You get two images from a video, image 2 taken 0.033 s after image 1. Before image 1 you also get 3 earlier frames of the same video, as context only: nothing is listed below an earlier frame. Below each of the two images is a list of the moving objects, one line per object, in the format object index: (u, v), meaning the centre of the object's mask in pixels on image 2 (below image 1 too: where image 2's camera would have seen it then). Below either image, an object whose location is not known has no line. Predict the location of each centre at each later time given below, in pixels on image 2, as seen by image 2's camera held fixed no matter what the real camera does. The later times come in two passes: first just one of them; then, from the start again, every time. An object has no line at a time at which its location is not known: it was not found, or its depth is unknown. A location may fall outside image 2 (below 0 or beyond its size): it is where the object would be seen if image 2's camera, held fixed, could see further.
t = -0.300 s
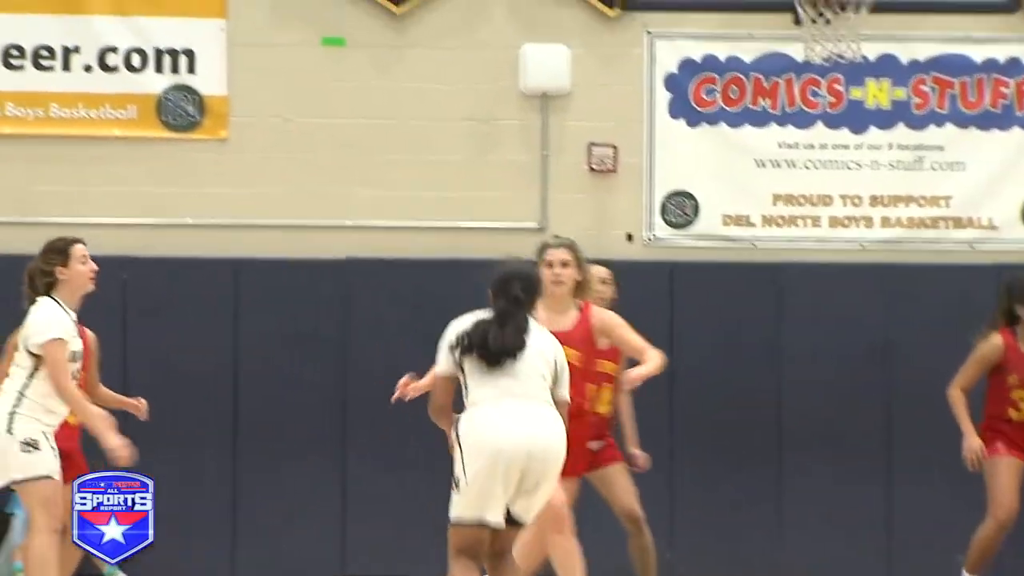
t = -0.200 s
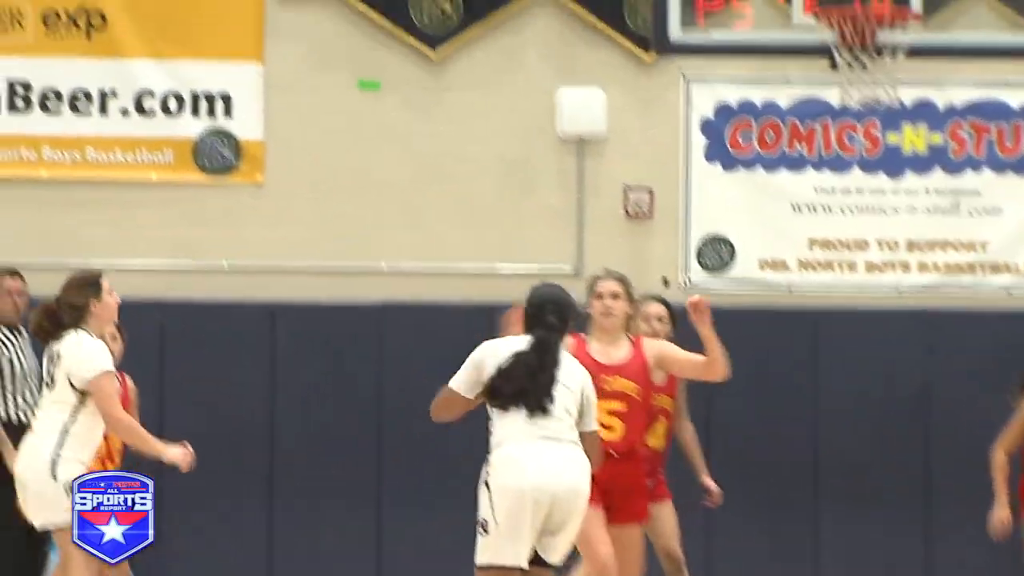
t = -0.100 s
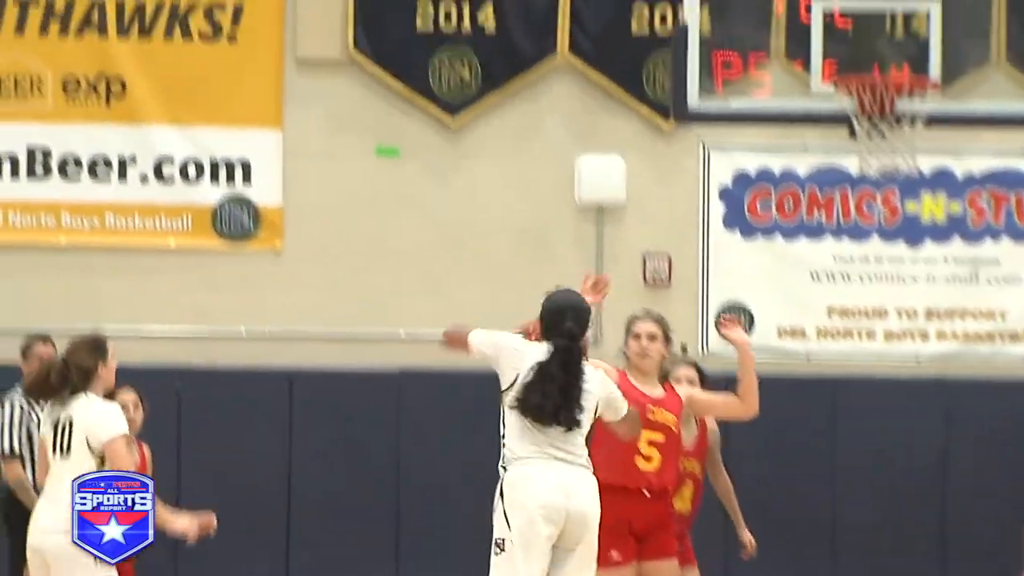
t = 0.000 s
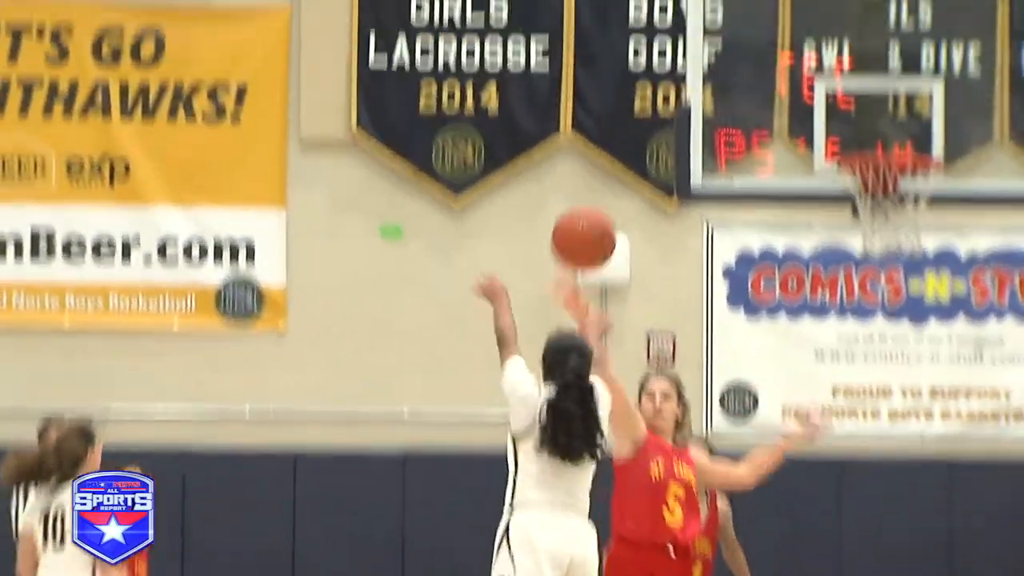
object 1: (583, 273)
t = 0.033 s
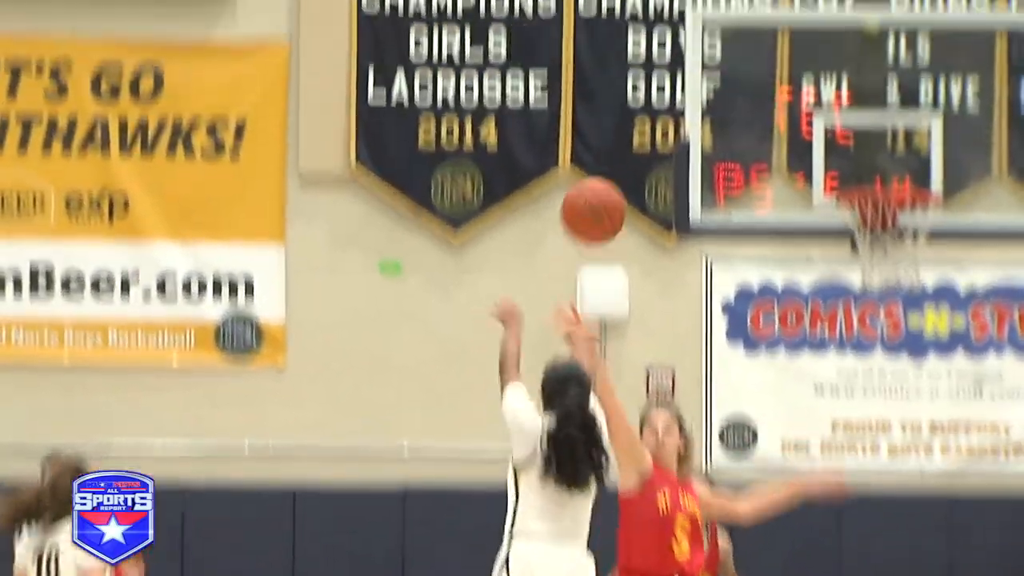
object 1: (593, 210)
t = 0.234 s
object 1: (656, -84)
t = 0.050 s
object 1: (599, 182)
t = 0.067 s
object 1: (604, 153)
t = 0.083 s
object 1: (608, 126)
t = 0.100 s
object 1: (614, 100)
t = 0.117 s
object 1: (619, 74)
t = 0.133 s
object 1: (624, 48)
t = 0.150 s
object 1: (629, 25)
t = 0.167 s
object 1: (635, 1)
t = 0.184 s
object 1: (641, -22)
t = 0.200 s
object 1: (646, -44)
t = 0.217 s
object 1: (651, -64)
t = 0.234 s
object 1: (656, -84)
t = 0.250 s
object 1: (661, -103)
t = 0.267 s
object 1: (666, -123)
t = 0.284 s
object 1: (671, -141)
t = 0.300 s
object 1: (676, -158)
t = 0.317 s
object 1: (681, -174)
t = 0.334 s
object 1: (686, -189)
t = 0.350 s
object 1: (691, -204)
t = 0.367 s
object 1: (696, -217)
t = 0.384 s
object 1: (701, -230)
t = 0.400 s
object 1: (705, -242)
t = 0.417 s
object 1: (710, -253)
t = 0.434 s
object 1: (715, -264)
